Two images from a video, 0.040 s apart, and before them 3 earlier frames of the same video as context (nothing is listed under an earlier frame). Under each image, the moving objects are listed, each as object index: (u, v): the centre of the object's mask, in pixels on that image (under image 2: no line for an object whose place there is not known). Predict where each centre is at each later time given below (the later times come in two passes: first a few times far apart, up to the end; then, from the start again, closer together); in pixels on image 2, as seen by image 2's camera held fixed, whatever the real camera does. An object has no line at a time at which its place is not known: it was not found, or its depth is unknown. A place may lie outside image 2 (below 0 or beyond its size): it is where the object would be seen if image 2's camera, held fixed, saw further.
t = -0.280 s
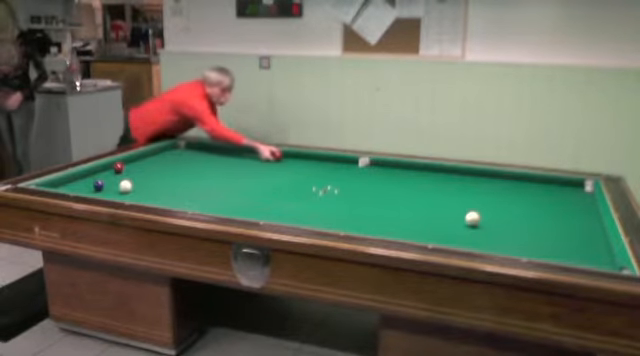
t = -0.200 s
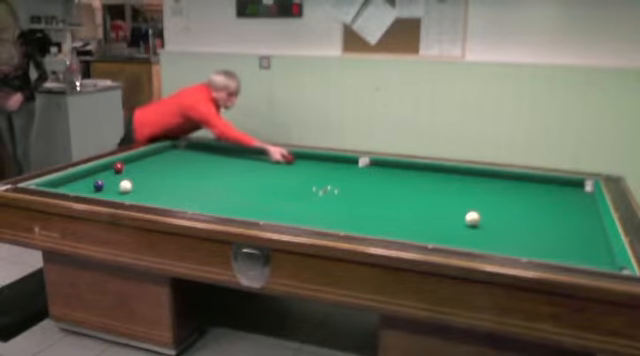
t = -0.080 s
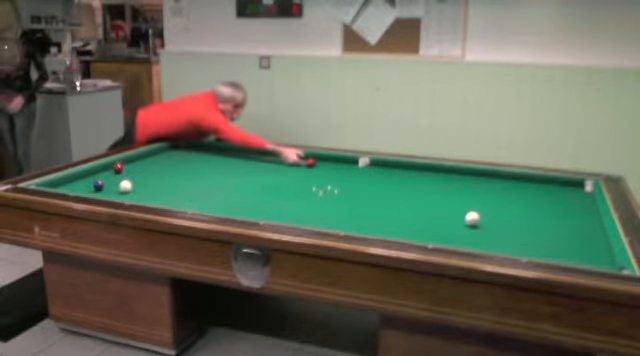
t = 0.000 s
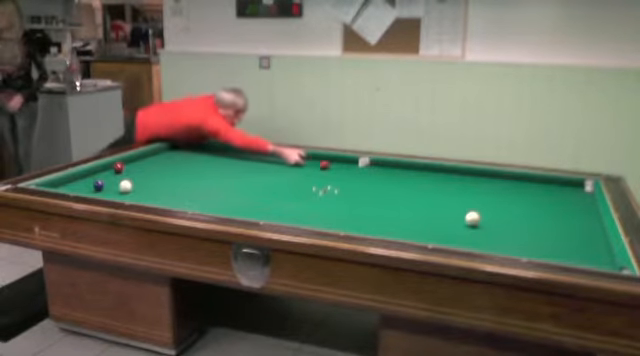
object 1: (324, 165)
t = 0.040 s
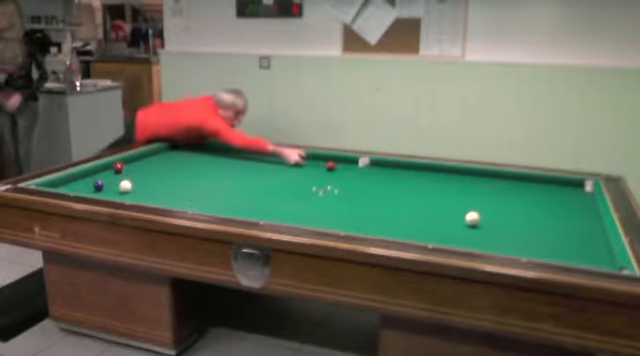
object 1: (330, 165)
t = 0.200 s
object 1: (355, 170)
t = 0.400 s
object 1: (388, 177)
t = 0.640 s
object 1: (430, 183)
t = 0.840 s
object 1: (467, 190)
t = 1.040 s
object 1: (506, 198)
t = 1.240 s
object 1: (547, 206)
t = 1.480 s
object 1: (592, 215)
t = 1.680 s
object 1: (563, 214)
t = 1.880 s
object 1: (538, 213)
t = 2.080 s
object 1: (514, 211)
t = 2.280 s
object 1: (489, 211)
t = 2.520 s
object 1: (459, 209)
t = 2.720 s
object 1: (435, 209)
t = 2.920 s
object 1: (411, 208)
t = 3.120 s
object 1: (387, 207)
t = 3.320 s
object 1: (363, 207)
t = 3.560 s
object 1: (335, 206)
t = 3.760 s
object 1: (312, 205)
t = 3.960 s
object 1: (290, 204)
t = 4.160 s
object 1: (268, 204)
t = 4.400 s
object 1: (243, 203)
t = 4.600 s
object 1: (223, 202)
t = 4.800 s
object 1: (203, 201)
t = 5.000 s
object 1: (184, 200)
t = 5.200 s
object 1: (166, 199)
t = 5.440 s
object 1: (145, 197)
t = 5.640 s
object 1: (129, 196)
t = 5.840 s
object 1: (114, 195)
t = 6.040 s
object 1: (98, 192)
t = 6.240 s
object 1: (88, 191)
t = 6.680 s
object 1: (66, 187)
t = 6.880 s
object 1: (60, 186)
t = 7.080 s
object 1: (52, 184)
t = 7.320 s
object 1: (50, 184)
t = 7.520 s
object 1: (57, 184)
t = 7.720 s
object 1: (61, 185)
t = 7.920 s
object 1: (66, 186)
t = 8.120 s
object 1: (71, 186)
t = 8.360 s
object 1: (76, 187)
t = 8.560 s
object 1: (80, 187)
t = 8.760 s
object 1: (82, 187)
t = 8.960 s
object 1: (86, 188)
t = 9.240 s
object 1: (91, 188)
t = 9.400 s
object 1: (93, 188)
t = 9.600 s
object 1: (95, 189)
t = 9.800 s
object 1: (97, 189)
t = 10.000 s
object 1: (99, 189)
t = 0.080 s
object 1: (336, 167)
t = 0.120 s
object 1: (343, 168)
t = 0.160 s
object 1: (349, 169)
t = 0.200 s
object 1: (355, 170)
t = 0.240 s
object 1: (362, 172)
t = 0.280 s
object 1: (368, 172)
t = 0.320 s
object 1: (375, 174)
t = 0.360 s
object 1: (382, 175)
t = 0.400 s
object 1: (388, 177)
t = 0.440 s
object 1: (395, 177)
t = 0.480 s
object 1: (402, 179)
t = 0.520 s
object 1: (410, 180)
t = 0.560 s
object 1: (416, 181)
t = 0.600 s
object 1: (423, 182)
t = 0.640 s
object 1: (430, 183)
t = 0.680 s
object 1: (438, 185)
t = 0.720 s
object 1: (445, 186)
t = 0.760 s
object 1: (452, 187)
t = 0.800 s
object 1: (460, 189)
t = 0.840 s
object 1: (467, 190)
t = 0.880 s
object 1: (475, 192)
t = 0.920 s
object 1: (483, 193)
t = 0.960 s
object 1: (491, 194)
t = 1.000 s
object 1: (499, 196)
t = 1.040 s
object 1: (506, 198)
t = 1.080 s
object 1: (515, 199)
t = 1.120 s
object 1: (522, 201)
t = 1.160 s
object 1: (531, 202)
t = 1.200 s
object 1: (538, 204)
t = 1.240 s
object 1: (547, 206)
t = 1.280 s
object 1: (556, 208)
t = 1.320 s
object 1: (564, 209)
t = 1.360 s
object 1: (573, 211)
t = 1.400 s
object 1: (581, 212)
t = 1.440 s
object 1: (590, 214)
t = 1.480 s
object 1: (592, 215)
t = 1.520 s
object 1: (585, 214)
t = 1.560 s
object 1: (579, 214)
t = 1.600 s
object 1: (574, 214)
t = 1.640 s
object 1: (569, 213)
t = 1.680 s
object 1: (563, 214)
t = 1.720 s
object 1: (558, 213)
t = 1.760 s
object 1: (554, 213)
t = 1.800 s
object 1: (548, 213)
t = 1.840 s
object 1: (544, 212)
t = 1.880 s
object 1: (538, 213)
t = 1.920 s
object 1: (533, 212)
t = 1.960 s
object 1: (529, 212)
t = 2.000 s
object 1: (524, 212)
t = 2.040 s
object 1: (518, 212)
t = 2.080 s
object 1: (514, 211)
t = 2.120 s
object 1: (509, 211)
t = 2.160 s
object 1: (504, 211)
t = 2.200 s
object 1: (499, 211)
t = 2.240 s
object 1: (494, 211)
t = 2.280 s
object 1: (489, 211)
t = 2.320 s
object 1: (484, 210)
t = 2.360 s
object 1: (480, 209)
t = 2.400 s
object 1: (475, 208)
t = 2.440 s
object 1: (468, 208)
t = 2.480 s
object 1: (464, 209)
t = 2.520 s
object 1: (459, 209)
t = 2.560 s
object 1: (454, 209)
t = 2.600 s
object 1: (450, 209)
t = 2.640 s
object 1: (445, 209)
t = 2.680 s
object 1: (440, 209)
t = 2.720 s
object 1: (435, 209)
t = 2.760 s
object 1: (430, 209)
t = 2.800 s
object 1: (425, 209)
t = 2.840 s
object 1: (421, 208)
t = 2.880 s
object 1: (416, 208)
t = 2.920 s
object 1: (411, 208)
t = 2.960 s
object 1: (406, 208)
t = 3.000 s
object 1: (401, 208)
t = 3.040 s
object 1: (396, 208)
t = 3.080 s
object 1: (391, 208)
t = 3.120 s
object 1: (387, 207)
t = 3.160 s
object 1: (382, 207)
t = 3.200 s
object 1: (377, 207)
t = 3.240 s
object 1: (372, 207)
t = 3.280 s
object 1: (367, 207)
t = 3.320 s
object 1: (363, 207)
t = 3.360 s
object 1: (358, 206)
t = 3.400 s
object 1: (353, 206)
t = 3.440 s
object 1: (348, 206)
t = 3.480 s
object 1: (344, 206)
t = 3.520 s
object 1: (339, 206)
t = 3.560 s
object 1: (335, 206)
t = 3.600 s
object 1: (330, 206)
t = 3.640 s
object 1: (326, 206)
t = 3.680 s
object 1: (321, 205)
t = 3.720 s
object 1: (316, 205)
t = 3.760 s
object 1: (312, 205)
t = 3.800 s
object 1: (307, 205)
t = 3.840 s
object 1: (303, 205)
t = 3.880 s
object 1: (298, 205)
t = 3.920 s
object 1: (294, 205)
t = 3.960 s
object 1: (290, 204)
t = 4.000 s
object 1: (285, 205)
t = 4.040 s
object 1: (281, 205)
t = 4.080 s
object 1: (276, 204)
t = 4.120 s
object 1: (272, 204)
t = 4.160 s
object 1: (268, 204)
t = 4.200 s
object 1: (264, 203)
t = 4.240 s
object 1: (260, 203)
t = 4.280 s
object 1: (255, 204)
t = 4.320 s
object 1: (251, 204)
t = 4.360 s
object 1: (247, 203)
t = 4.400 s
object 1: (243, 203)
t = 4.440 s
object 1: (239, 203)
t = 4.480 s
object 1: (235, 202)
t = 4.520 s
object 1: (231, 203)
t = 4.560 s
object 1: (226, 203)
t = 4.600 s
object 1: (223, 202)
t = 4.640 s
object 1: (219, 202)
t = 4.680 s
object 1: (215, 202)
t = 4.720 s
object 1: (211, 201)
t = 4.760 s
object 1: (207, 201)
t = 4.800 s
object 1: (203, 201)
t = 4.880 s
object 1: (195, 200)
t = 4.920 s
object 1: (192, 200)
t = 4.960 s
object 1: (188, 200)
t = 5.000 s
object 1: (184, 200)
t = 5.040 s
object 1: (180, 200)
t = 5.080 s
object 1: (177, 199)
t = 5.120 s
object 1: (173, 199)
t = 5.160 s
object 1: (170, 199)
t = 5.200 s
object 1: (166, 199)
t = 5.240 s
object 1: (162, 199)
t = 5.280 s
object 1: (159, 198)
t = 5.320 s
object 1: (156, 198)
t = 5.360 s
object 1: (152, 197)
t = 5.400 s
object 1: (149, 197)
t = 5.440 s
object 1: (145, 197)
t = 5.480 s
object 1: (142, 197)
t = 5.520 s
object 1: (139, 197)
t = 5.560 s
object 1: (135, 196)
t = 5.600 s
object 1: (132, 196)
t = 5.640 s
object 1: (129, 196)
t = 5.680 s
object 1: (126, 195)
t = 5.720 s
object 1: (122, 195)
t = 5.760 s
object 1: (119, 195)
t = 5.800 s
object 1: (117, 195)
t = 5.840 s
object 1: (114, 195)
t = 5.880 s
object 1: (110, 195)
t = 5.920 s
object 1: (107, 194)
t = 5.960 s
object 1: (104, 194)
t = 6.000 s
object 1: (102, 194)
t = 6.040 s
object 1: (98, 192)
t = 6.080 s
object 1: (94, 193)
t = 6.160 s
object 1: (90, 192)
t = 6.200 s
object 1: (89, 191)
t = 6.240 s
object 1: (88, 191)
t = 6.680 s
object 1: (66, 187)
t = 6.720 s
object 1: (65, 187)
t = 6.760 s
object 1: (63, 187)
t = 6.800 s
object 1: (63, 187)
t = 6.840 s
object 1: (61, 187)
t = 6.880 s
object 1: (60, 186)
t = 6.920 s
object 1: (59, 186)
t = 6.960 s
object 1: (58, 186)
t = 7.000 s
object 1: (53, 185)
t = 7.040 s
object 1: (52, 184)
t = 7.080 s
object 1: (52, 184)
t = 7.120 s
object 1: (50, 184)
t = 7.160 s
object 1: (49, 184)
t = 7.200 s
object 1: (49, 184)
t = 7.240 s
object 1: (50, 184)
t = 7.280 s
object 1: (50, 184)
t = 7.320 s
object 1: (50, 184)
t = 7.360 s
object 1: (52, 184)
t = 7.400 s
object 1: (52, 184)
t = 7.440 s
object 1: (54, 184)
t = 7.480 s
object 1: (55, 184)
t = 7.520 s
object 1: (57, 184)
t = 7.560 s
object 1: (57, 185)
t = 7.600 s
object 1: (58, 185)
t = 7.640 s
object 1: (59, 185)
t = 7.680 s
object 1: (60, 185)
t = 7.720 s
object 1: (61, 185)
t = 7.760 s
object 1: (63, 185)
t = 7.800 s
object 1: (64, 185)
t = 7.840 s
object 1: (64, 185)
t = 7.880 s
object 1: (66, 185)
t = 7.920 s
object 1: (66, 186)
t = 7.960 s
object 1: (68, 186)
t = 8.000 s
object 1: (68, 186)
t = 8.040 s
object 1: (69, 186)
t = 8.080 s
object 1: (70, 186)
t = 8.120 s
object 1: (71, 186)
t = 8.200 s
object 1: (72, 187)
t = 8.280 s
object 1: (74, 187)
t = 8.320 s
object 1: (75, 187)
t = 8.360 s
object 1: (76, 187)
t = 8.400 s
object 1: (77, 188)
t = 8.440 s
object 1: (78, 187)
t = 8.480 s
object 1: (78, 187)
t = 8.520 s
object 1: (79, 187)
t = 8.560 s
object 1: (80, 187)
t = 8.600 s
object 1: (81, 187)
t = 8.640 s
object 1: (81, 187)
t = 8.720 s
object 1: (82, 187)
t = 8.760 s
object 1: (82, 187)
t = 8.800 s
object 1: (83, 187)
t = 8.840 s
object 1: (84, 187)
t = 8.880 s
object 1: (84, 187)
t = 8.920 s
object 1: (85, 188)
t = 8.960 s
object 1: (86, 188)
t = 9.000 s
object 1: (86, 188)
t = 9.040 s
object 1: (87, 188)
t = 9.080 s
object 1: (88, 188)
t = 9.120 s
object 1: (90, 188)
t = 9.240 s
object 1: (91, 188)
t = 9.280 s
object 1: (91, 188)
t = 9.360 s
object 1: (92, 188)
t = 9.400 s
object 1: (93, 188)
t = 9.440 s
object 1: (93, 188)
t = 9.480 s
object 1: (93, 188)
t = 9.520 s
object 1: (94, 189)
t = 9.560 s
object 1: (94, 189)
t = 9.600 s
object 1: (95, 189)
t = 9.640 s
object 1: (96, 189)
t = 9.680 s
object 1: (96, 189)
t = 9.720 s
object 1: (97, 189)
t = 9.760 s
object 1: (97, 189)
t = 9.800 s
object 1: (97, 189)
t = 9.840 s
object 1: (98, 189)
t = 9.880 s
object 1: (98, 189)
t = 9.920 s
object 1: (99, 189)
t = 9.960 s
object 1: (99, 189)
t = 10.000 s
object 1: (99, 189)
